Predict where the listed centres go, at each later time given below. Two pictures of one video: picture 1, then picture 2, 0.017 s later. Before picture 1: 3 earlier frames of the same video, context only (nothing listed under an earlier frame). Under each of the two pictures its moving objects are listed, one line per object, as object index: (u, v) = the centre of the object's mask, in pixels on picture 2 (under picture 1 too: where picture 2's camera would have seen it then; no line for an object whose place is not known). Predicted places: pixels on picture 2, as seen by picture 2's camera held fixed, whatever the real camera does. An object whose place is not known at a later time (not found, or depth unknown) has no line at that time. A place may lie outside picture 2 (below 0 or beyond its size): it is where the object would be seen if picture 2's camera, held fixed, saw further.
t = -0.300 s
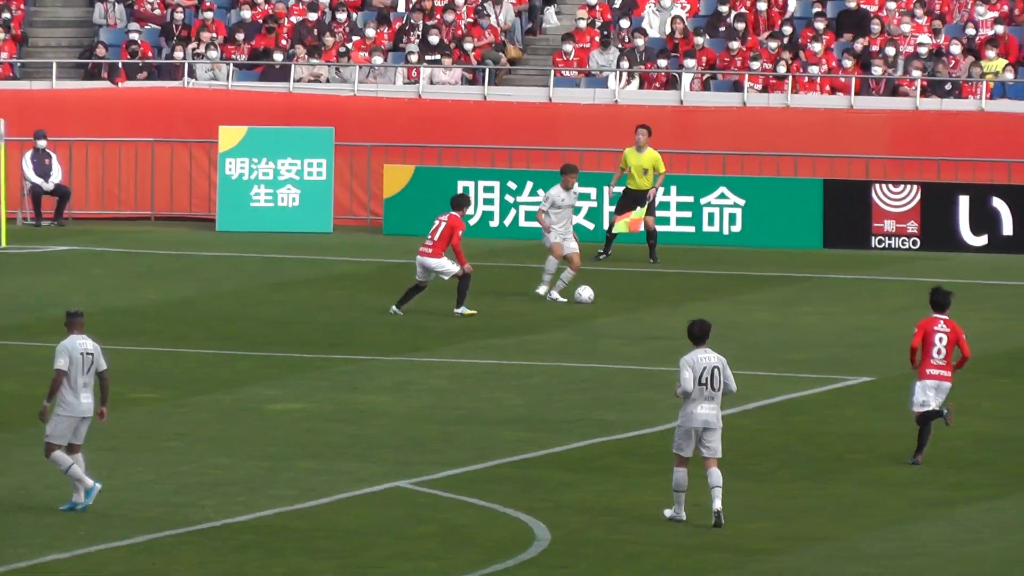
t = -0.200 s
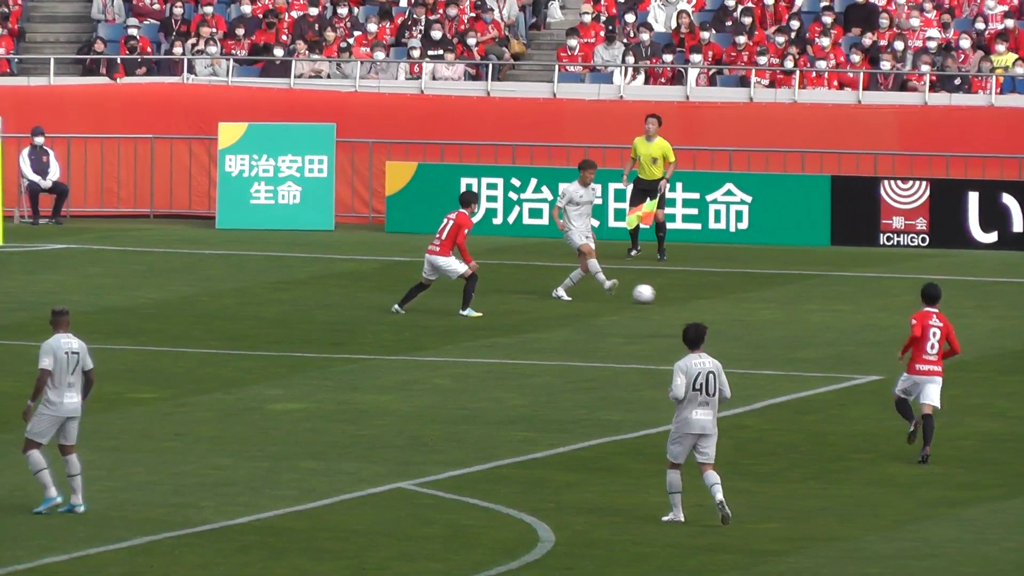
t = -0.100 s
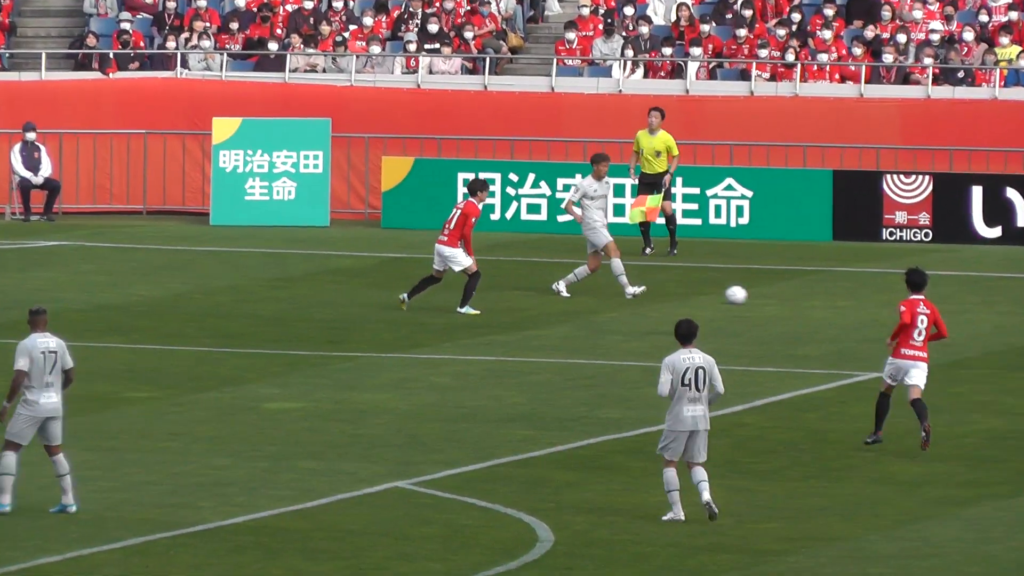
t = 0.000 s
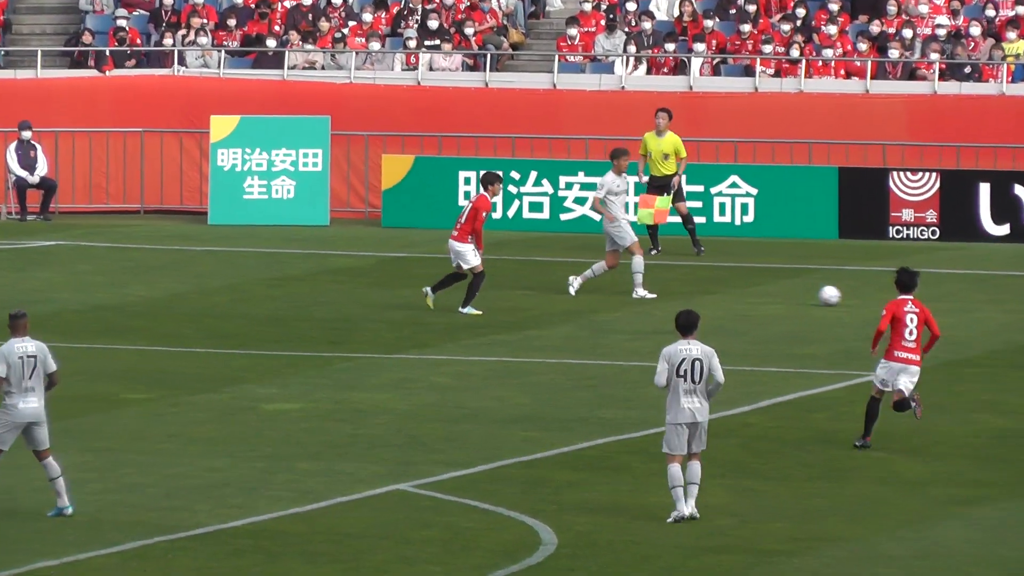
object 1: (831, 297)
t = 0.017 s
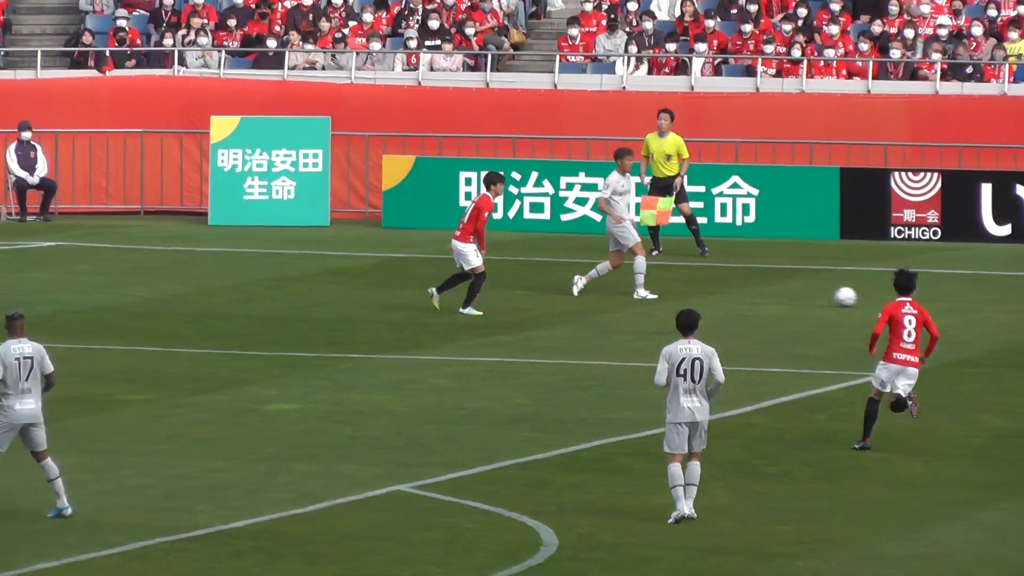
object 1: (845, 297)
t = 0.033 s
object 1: (860, 298)
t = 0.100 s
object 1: (914, 298)
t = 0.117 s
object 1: (929, 300)
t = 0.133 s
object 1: (942, 300)
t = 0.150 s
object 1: (955, 300)
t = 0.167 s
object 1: (968, 301)
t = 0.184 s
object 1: (981, 301)
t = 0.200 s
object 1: (994, 302)
